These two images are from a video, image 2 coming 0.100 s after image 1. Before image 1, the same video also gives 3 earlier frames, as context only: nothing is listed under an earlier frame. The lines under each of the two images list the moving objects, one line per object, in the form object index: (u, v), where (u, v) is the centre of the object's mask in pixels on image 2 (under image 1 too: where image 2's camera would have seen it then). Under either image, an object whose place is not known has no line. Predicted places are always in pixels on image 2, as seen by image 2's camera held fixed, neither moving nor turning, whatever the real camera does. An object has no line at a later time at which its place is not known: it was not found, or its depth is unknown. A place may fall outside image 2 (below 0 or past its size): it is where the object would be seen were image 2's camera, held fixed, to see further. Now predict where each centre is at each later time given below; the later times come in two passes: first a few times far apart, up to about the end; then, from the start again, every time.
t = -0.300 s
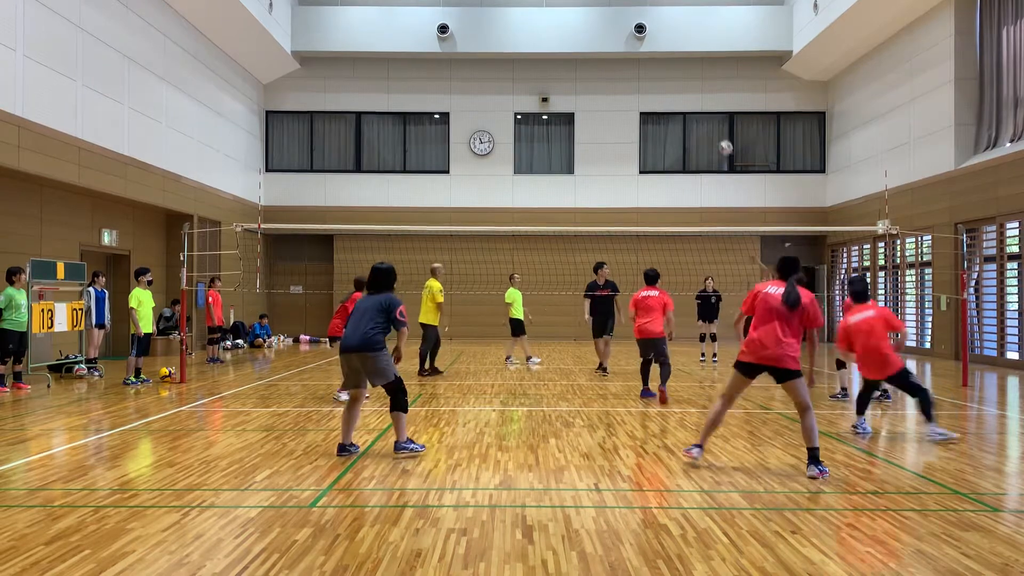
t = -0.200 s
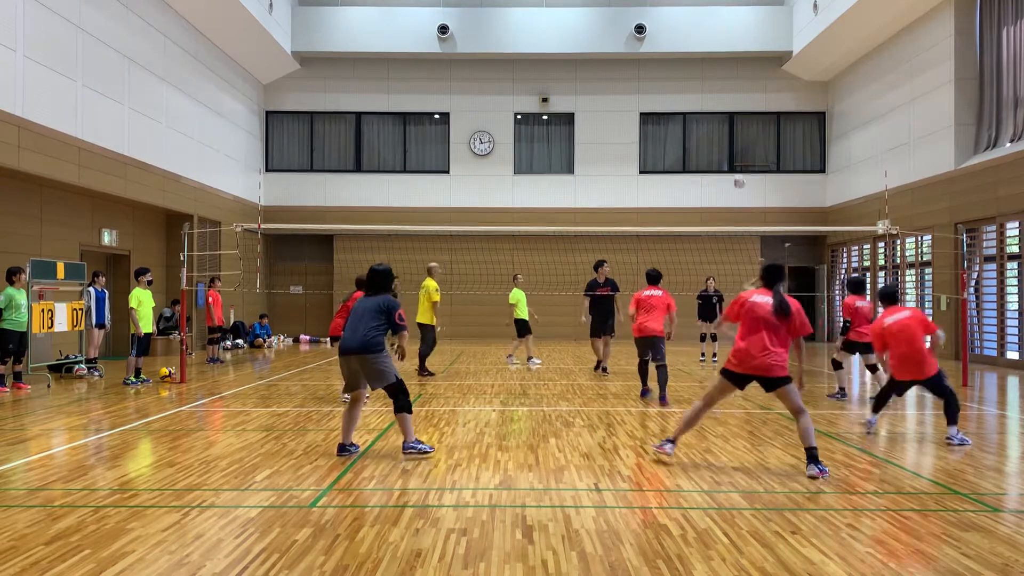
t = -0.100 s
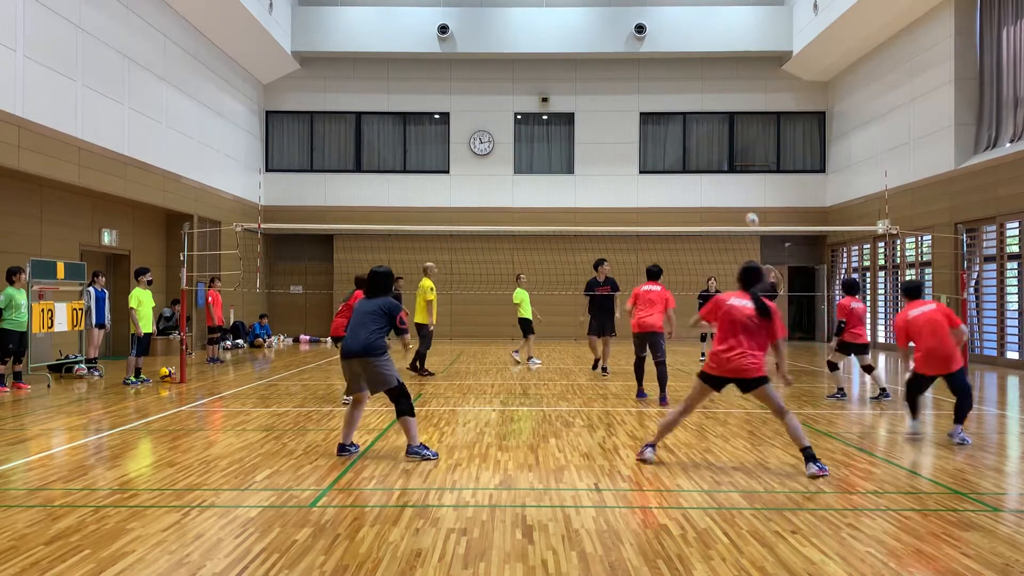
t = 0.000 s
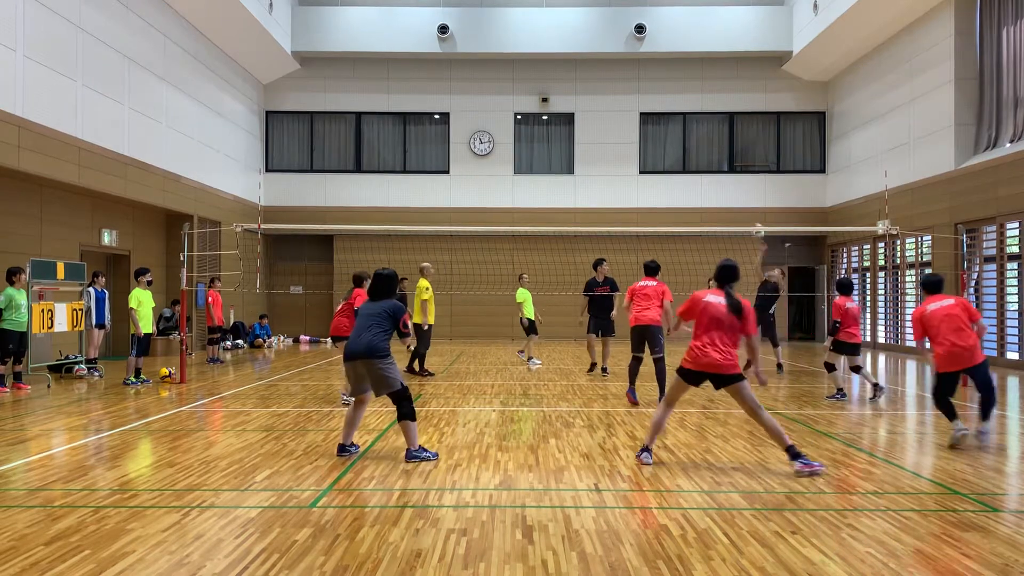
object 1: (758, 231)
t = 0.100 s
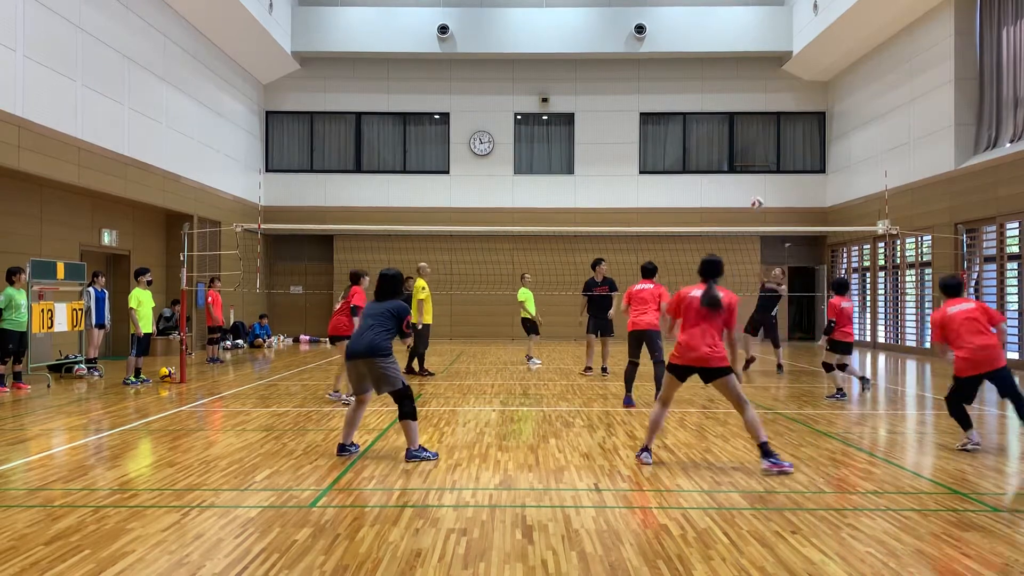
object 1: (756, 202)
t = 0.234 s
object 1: (755, 167)
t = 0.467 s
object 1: (754, 128)
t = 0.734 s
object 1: (754, 133)
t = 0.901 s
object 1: (753, 181)
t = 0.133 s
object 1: (756, 192)
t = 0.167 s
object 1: (756, 183)
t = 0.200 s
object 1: (755, 174)
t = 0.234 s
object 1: (755, 167)
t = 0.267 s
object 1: (755, 159)
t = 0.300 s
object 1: (755, 153)
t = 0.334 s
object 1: (755, 146)
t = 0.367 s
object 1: (755, 141)
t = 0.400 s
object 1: (755, 136)
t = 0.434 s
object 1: (754, 132)
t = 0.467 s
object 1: (754, 128)
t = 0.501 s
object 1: (754, 125)
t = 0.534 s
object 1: (754, 123)
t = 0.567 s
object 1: (754, 122)
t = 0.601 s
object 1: (754, 122)
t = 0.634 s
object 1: (754, 123)
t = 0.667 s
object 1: (754, 124)
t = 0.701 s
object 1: (754, 128)
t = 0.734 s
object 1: (754, 133)
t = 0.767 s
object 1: (754, 139)
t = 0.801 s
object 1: (753, 147)
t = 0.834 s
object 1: (754, 156)
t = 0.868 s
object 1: (753, 167)
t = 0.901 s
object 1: (753, 181)
